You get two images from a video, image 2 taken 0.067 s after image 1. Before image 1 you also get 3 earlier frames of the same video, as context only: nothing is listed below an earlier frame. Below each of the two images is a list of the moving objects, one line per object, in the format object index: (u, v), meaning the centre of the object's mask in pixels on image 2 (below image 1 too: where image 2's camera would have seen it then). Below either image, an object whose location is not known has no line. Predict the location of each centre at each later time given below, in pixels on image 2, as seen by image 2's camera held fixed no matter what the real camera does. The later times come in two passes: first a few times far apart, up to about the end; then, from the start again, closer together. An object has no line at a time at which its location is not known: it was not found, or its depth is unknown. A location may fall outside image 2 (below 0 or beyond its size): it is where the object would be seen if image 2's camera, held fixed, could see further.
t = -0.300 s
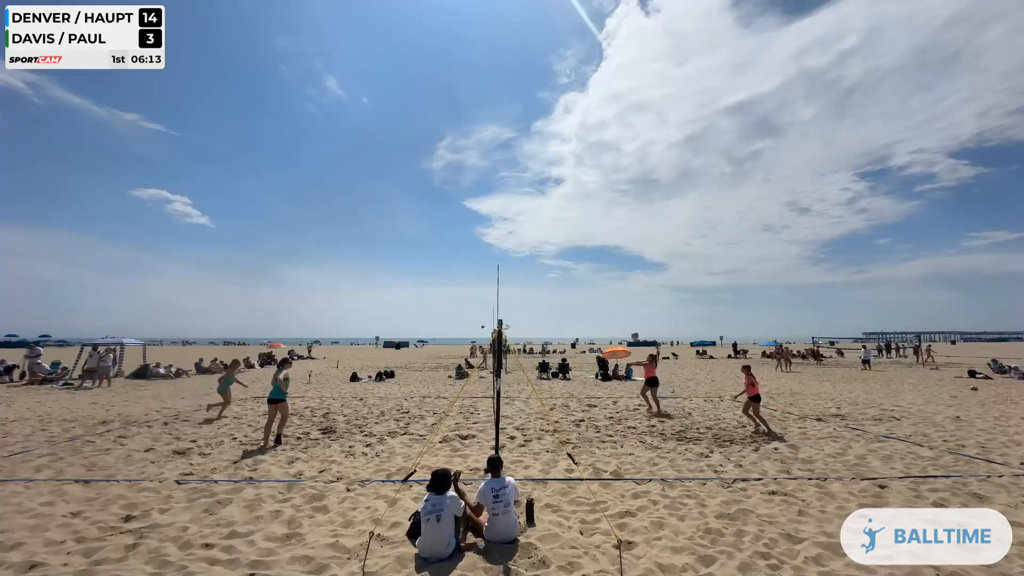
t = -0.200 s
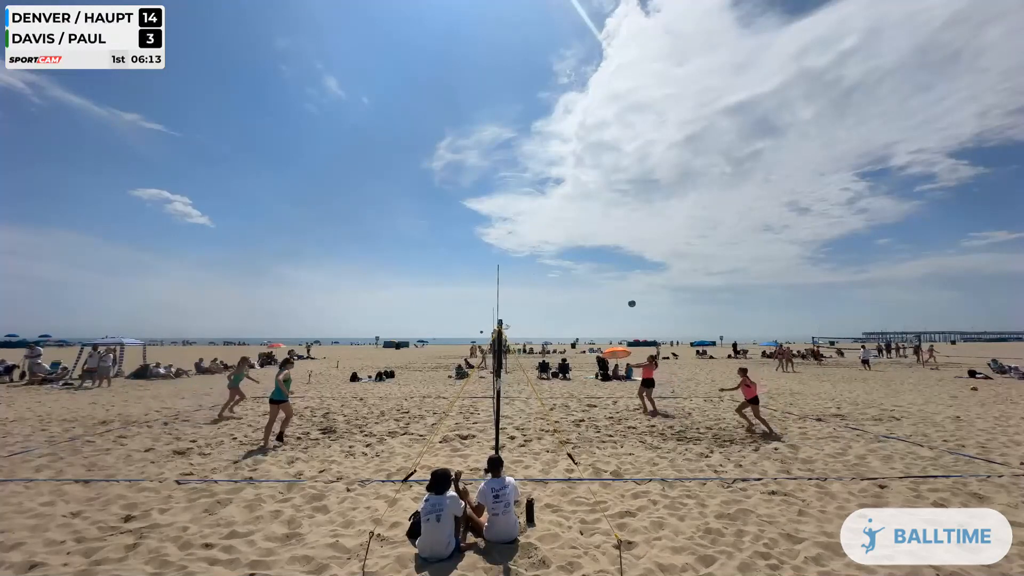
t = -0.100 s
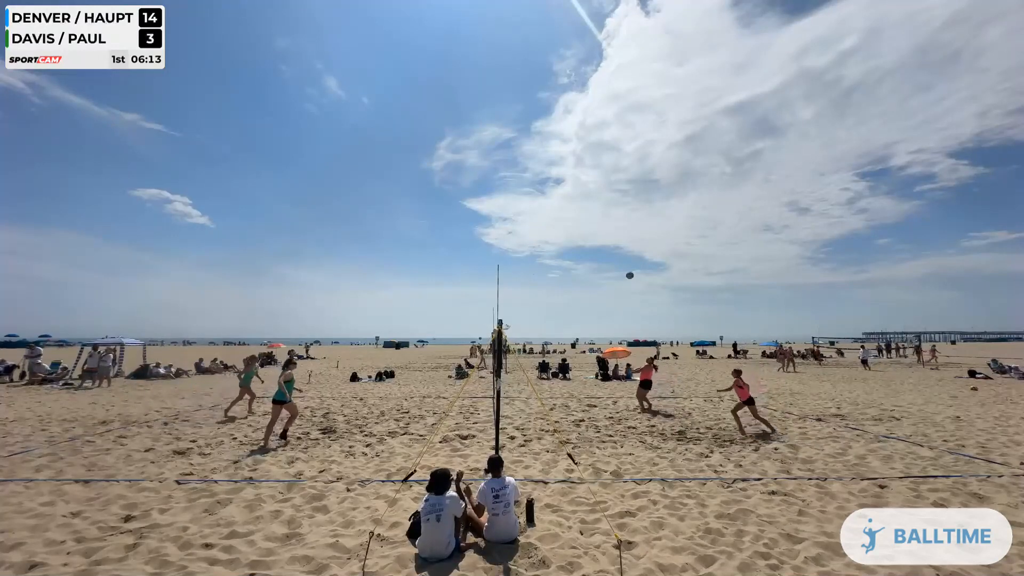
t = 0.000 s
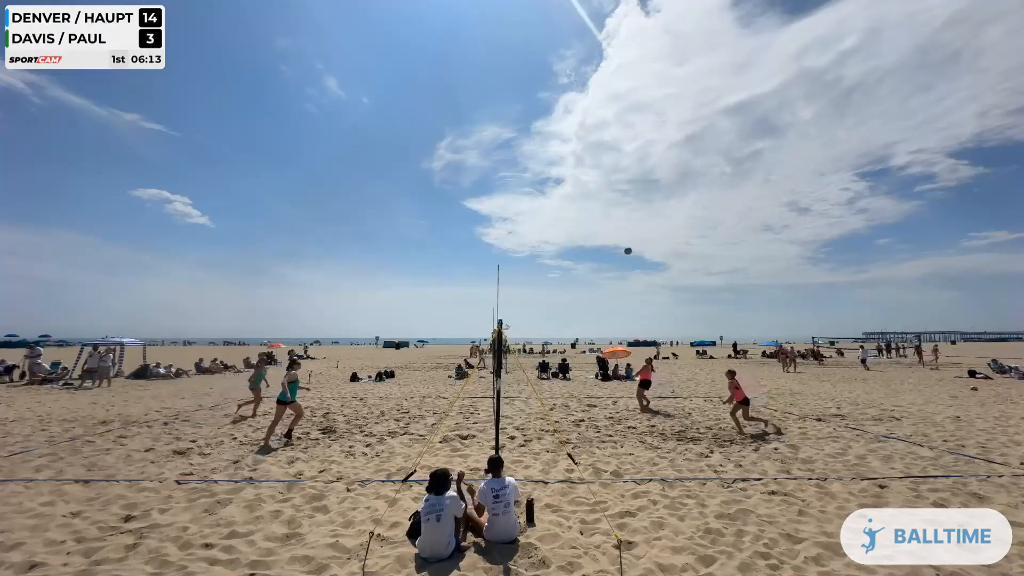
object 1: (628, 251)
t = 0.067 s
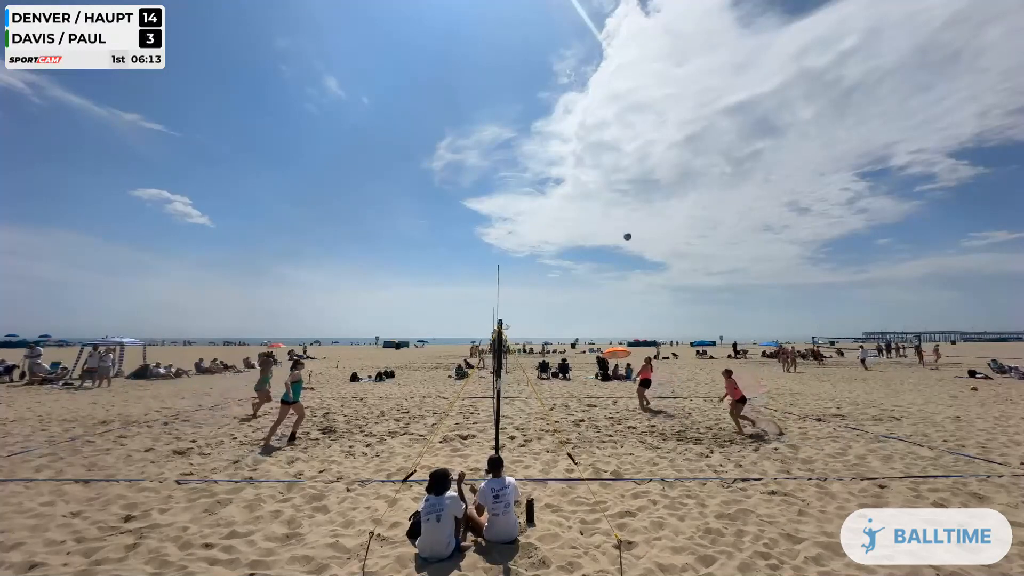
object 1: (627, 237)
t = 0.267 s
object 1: (626, 203)
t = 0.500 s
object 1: (626, 179)
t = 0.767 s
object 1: (628, 175)
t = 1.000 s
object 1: (631, 189)
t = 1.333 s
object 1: (635, 241)
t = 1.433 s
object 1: (637, 265)
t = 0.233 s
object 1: (626, 208)
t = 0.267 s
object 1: (626, 203)
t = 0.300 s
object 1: (626, 199)
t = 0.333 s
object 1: (626, 194)
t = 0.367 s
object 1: (626, 191)
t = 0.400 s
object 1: (626, 188)
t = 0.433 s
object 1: (626, 185)
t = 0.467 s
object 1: (626, 182)
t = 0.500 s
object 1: (626, 179)
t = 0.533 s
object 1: (626, 178)
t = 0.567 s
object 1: (627, 176)
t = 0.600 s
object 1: (627, 175)
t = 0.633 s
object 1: (627, 175)
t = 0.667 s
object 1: (627, 174)
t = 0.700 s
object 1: (627, 174)
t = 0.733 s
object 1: (628, 174)
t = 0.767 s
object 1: (628, 175)
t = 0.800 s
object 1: (628, 176)
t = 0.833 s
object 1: (629, 177)
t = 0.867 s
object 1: (629, 178)
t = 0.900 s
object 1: (629, 180)
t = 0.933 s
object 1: (630, 183)
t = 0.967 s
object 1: (630, 186)
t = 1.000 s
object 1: (631, 189)
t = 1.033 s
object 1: (631, 192)
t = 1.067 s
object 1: (632, 196)
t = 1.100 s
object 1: (632, 200)
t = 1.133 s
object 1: (633, 205)
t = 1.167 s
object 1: (633, 210)
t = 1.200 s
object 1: (633, 215)
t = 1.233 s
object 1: (634, 221)
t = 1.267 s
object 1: (634, 227)
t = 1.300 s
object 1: (635, 234)
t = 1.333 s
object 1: (635, 241)
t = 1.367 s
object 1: (636, 249)
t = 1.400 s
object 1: (636, 256)
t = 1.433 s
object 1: (637, 265)
